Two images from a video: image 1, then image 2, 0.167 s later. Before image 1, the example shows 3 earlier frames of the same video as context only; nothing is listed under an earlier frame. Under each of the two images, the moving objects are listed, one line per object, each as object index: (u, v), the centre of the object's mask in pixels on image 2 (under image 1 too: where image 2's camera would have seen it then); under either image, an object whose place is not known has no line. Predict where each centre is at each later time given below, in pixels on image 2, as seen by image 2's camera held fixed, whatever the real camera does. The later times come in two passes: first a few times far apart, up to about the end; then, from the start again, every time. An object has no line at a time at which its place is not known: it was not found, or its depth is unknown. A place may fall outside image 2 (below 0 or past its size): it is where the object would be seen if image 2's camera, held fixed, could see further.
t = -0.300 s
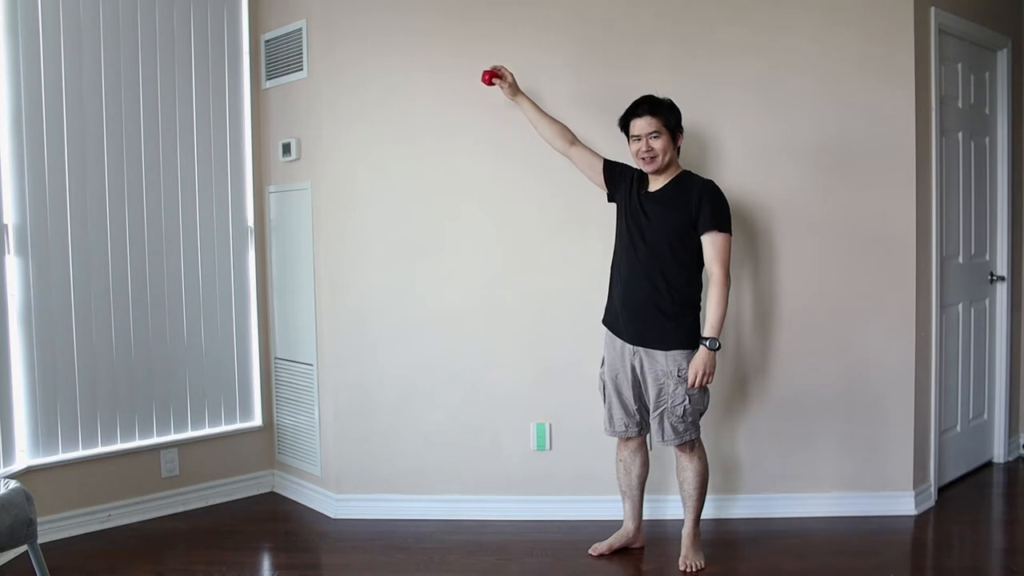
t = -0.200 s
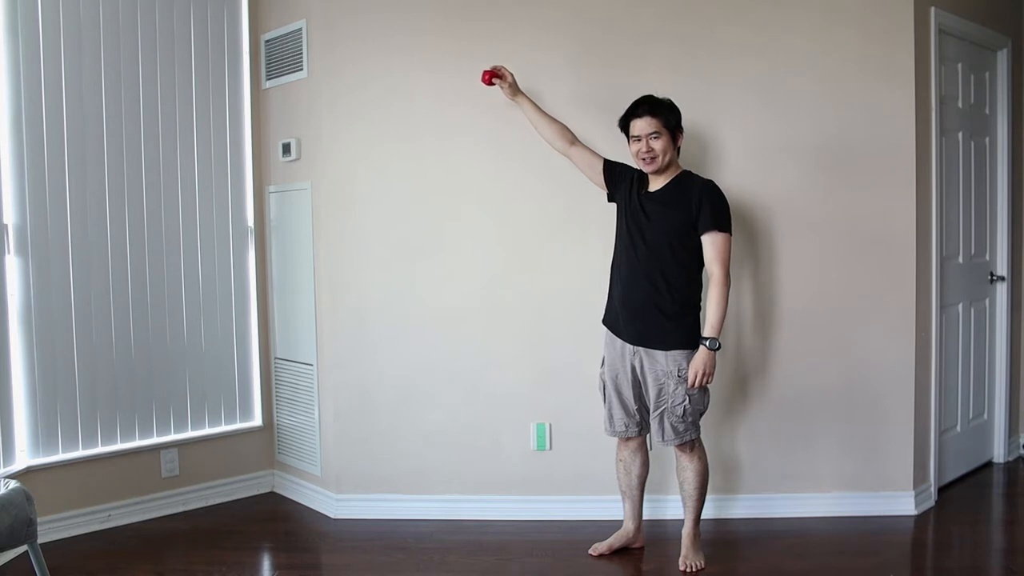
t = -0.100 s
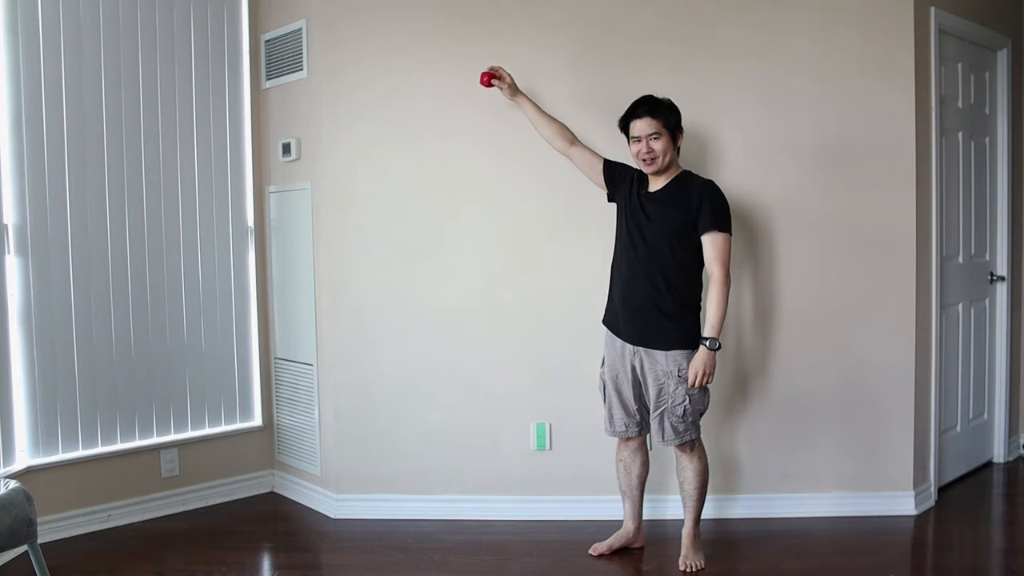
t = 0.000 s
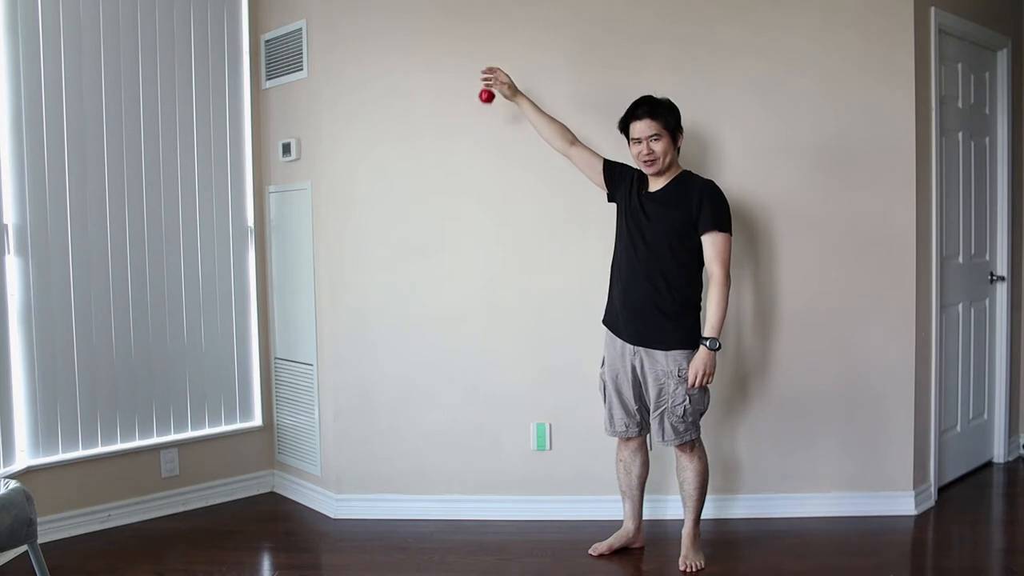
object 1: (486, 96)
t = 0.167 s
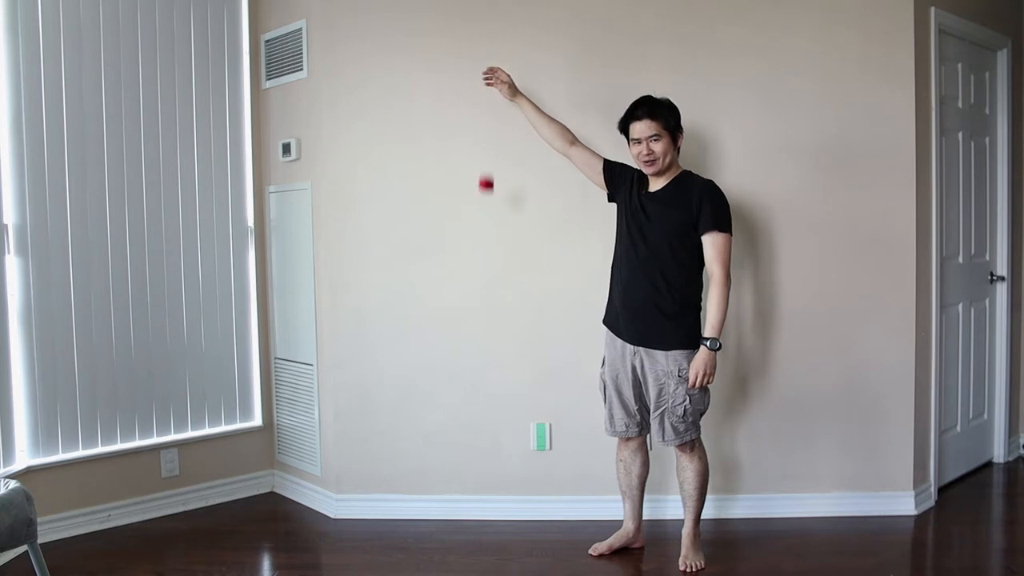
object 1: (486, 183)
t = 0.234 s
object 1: (486, 241)
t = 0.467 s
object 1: (491, 535)
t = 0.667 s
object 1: (494, 548)
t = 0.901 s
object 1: (491, 548)
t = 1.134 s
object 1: (491, 548)
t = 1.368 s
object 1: (491, 548)
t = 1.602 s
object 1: (491, 548)
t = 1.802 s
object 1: (491, 548)
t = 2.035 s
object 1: (491, 548)
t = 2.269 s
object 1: (491, 548)
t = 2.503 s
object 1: (491, 548)
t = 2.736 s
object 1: (491, 548)
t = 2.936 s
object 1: (491, 548)
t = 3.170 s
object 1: (491, 548)
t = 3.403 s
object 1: (491, 548)
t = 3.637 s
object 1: (491, 548)
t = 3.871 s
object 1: (491, 548)
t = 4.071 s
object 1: (491, 548)
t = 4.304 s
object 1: (491, 548)
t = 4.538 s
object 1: (491, 548)
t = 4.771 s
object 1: (491, 548)
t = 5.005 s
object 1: (491, 548)
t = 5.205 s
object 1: (491, 548)
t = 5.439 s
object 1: (491, 548)
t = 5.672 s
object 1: (491, 548)
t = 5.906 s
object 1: (491, 548)
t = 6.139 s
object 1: (491, 548)
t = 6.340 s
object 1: (491, 548)
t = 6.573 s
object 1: (491, 548)
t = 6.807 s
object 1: (491, 548)
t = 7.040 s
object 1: (491, 548)
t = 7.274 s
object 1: (491, 548)
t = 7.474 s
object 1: (491, 548)
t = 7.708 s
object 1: (491, 548)
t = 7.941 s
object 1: (491, 548)
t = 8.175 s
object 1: (491, 548)
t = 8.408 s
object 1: (491, 548)
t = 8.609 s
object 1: (491, 548)
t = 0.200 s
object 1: (486, 210)
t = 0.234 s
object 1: (486, 241)
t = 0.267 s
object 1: (487, 274)
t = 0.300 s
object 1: (487, 310)
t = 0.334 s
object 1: (488, 349)
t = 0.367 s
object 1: (489, 392)
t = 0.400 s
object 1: (490, 436)
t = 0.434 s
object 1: (490, 482)
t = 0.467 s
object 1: (491, 535)
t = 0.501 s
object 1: (492, 544)
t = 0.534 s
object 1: (492, 539)
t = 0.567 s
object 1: (493, 536)
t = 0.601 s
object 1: (493, 538)
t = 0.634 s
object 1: (494, 544)
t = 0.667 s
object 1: (494, 548)
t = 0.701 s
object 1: (494, 548)
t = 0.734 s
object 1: (493, 548)
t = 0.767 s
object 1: (492, 548)
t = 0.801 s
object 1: (492, 548)
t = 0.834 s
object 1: (491, 548)
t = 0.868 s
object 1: (491, 548)
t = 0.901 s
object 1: (491, 548)
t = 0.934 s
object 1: (491, 548)
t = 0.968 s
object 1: (491, 548)
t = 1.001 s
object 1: (491, 548)
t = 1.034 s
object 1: (491, 548)
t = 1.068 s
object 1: (491, 548)
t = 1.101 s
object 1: (491, 548)
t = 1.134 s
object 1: (491, 548)
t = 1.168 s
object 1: (491, 548)
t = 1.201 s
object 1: (491, 548)
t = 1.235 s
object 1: (491, 548)
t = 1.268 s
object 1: (491, 548)
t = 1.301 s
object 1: (491, 548)
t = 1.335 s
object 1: (491, 548)
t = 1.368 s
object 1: (491, 548)
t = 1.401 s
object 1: (491, 548)
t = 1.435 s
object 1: (491, 548)
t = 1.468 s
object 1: (491, 548)
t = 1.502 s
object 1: (491, 548)
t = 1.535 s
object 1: (491, 548)
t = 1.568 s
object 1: (491, 548)
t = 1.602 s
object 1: (491, 548)
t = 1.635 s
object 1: (491, 548)
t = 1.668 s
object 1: (491, 548)
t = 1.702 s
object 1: (491, 548)
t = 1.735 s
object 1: (491, 548)
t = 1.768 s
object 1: (491, 548)
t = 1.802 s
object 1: (491, 548)
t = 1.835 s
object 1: (491, 548)
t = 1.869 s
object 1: (491, 548)
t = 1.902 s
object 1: (491, 548)
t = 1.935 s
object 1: (491, 548)
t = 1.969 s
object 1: (491, 548)
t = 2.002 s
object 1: (491, 548)
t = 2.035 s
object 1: (491, 548)
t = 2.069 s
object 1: (491, 548)
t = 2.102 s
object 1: (491, 548)
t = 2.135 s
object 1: (491, 548)
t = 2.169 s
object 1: (491, 548)
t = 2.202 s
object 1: (491, 548)
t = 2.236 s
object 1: (491, 548)
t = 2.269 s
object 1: (491, 548)
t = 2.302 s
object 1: (491, 548)
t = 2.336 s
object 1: (491, 548)
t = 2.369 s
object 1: (491, 548)
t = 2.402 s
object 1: (491, 548)
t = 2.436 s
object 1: (491, 548)
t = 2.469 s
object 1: (491, 548)
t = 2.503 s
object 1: (491, 548)
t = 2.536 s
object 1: (491, 548)
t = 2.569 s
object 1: (491, 548)
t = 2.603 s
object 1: (491, 548)
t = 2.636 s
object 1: (491, 548)
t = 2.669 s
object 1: (491, 548)
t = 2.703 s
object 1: (491, 548)
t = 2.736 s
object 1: (491, 548)
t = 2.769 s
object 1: (491, 548)
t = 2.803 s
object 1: (491, 548)
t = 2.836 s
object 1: (491, 548)
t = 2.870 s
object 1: (491, 548)
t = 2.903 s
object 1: (491, 548)
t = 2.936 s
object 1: (491, 548)
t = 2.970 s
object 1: (491, 548)
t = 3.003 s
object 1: (491, 548)
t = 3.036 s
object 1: (491, 548)
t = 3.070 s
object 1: (491, 548)
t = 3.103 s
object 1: (491, 548)
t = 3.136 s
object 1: (491, 548)
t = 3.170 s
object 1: (491, 548)
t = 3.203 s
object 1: (491, 548)
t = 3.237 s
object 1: (491, 548)
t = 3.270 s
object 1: (491, 548)
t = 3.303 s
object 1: (491, 548)
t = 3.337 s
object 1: (491, 548)
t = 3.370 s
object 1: (491, 548)
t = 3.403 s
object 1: (491, 548)
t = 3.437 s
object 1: (491, 548)
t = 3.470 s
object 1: (491, 548)
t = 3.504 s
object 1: (491, 548)
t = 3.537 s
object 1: (491, 548)
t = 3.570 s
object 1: (491, 548)
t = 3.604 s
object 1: (491, 548)
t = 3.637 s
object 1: (491, 548)
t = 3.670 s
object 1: (491, 548)
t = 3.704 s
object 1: (491, 548)
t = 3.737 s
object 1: (491, 548)
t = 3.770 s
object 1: (491, 548)
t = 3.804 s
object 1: (491, 548)
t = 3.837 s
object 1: (491, 548)
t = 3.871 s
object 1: (491, 548)
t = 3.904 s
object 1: (491, 548)
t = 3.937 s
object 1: (491, 548)
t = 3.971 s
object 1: (491, 548)
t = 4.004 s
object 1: (491, 548)
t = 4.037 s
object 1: (491, 548)
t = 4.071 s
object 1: (491, 548)
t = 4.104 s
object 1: (491, 548)
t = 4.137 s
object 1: (491, 548)
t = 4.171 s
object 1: (491, 548)
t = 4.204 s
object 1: (491, 548)
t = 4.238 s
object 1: (491, 548)
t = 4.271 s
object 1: (491, 548)
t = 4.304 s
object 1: (491, 548)
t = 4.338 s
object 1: (491, 548)
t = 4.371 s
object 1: (491, 548)
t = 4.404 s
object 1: (491, 548)
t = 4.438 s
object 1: (491, 548)
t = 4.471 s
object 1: (491, 548)
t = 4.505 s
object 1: (491, 548)
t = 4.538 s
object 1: (491, 548)
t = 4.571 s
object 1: (491, 548)
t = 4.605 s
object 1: (491, 548)
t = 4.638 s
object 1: (491, 548)
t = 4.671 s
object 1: (491, 548)
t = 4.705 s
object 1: (491, 548)
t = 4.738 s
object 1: (491, 548)
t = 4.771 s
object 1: (491, 548)
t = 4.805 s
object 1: (491, 548)
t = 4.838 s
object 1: (491, 548)
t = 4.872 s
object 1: (491, 548)
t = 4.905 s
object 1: (491, 548)
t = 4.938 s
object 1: (491, 548)
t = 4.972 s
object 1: (491, 548)
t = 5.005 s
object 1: (491, 548)
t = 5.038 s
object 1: (491, 548)
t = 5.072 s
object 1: (491, 548)
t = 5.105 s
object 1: (491, 548)
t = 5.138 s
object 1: (491, 548)
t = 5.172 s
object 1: (491, 548)
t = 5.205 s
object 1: (491, 548)
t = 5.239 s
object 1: (491, 548)
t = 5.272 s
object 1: (491, 548)
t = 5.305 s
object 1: (491, 548)
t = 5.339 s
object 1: (491, 548)
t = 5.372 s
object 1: (491, 548)
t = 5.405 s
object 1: (491, 548)
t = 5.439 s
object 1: (491, 548)
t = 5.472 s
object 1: (491, 548)
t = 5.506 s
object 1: (491, 548)
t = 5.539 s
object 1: (491, 548)
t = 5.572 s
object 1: (491, 548)
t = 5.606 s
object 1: (491, 548)
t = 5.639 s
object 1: (491, 548)
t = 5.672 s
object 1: (491, 548)
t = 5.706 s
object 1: (491, 548)
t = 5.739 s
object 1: (491, 548)
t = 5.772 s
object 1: (491, 548)
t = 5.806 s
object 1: (491, 548)
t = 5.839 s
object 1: (491, 548)
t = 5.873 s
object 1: (491, 548)
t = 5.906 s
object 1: (491, 548)
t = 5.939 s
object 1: (491, 548)
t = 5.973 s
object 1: (491, 548)
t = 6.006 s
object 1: (491, 548)
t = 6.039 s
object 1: (491, 548)
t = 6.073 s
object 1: (491, 548)
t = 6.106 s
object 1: (491, 548)
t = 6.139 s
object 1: (491, 548)
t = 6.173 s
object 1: (491, 548)
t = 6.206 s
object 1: (491, 548)
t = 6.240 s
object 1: (491, 548)
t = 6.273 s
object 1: (491, 548)
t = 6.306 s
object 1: (491, 548)
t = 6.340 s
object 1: (491, 548)
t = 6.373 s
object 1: (491, 548)
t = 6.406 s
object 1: (491, 548)
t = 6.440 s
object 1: (491, 548)
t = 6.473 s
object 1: (491, 548)
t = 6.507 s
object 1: (491, 548)
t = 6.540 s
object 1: (491, 548)
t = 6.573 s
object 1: (491, 548)
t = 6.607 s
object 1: (491, 548)
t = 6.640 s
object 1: (491, 548)
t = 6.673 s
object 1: (491, 548)
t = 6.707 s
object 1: (491, 548)
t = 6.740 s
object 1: (491, 548)
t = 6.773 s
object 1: (491, 548)
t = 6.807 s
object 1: (491, 548)
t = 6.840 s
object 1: (491, 548)
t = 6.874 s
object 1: (491, 548)
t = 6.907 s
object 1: (491, 548)
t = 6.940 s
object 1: (491, 548)
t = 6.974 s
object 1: (491, 548)
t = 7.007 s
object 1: (491, 548)
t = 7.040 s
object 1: (491, 548)
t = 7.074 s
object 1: (491, 548)
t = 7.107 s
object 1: (491, 548)
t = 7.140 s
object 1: (491, 548)
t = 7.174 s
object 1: (491, 548)
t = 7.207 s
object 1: (491, 548)
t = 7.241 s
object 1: (491, 548)
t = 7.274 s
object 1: (491, 548)
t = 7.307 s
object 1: (491, 548)
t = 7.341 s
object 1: (491, 548)
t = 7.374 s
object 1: (491, 548)
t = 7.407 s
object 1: (491, 548)
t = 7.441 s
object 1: (491, 548)
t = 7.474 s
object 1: (491, 548)
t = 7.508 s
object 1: (491, 548)
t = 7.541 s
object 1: (491, 548)
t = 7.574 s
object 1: (491, 548)
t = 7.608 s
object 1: (491, 548)
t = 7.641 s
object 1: (491, 548)
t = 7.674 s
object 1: (491, 548)
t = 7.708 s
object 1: (491, 548)
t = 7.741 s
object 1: (491, 548)
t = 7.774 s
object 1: (491, 548)
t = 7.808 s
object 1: (491, 548)
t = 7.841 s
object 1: (491, 548)
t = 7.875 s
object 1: (491, 548)
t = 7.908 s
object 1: (491, 548)
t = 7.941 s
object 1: (491, 548)
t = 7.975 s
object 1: (491, 548)
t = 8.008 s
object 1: (491, 548)
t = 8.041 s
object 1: (491, 548)
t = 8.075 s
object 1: (491, 548)
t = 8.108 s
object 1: (491, 548)
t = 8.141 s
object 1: (491, 548)
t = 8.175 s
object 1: (491, 548)
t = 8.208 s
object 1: (491, 548)
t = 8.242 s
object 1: (491, 548)
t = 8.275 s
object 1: (491, 548)
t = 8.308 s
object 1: (491, 548)
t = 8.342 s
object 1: (491, 548)
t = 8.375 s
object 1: (491, 548)
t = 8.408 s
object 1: (491, 548)
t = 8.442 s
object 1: (491, 548)
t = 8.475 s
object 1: (491, 548)
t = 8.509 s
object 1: (491, 548)
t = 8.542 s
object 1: (491, 548)
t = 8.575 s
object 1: (491, 548)
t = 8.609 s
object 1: (491, 548)
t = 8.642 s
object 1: (491, 548)
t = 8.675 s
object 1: (491, 548)
